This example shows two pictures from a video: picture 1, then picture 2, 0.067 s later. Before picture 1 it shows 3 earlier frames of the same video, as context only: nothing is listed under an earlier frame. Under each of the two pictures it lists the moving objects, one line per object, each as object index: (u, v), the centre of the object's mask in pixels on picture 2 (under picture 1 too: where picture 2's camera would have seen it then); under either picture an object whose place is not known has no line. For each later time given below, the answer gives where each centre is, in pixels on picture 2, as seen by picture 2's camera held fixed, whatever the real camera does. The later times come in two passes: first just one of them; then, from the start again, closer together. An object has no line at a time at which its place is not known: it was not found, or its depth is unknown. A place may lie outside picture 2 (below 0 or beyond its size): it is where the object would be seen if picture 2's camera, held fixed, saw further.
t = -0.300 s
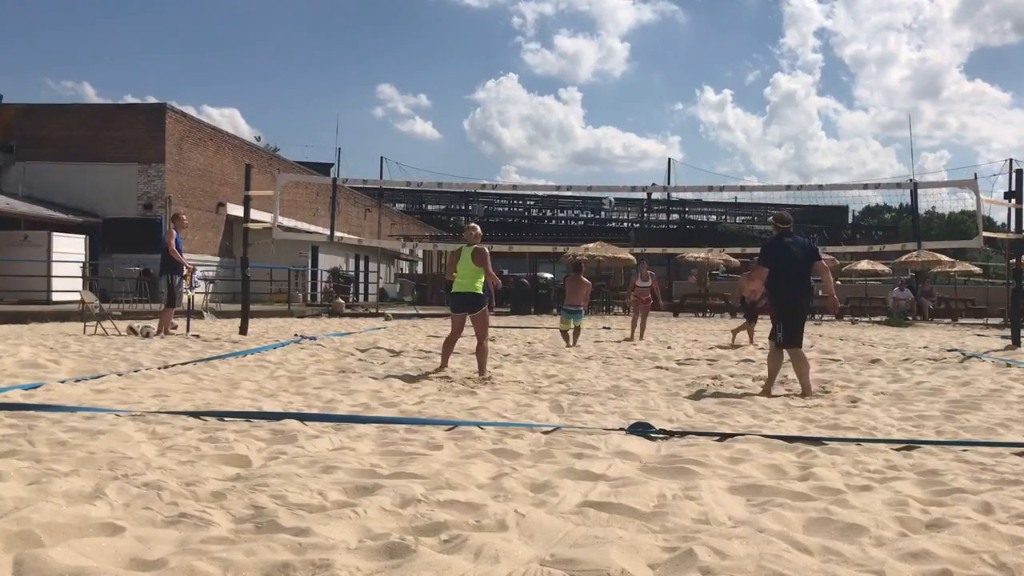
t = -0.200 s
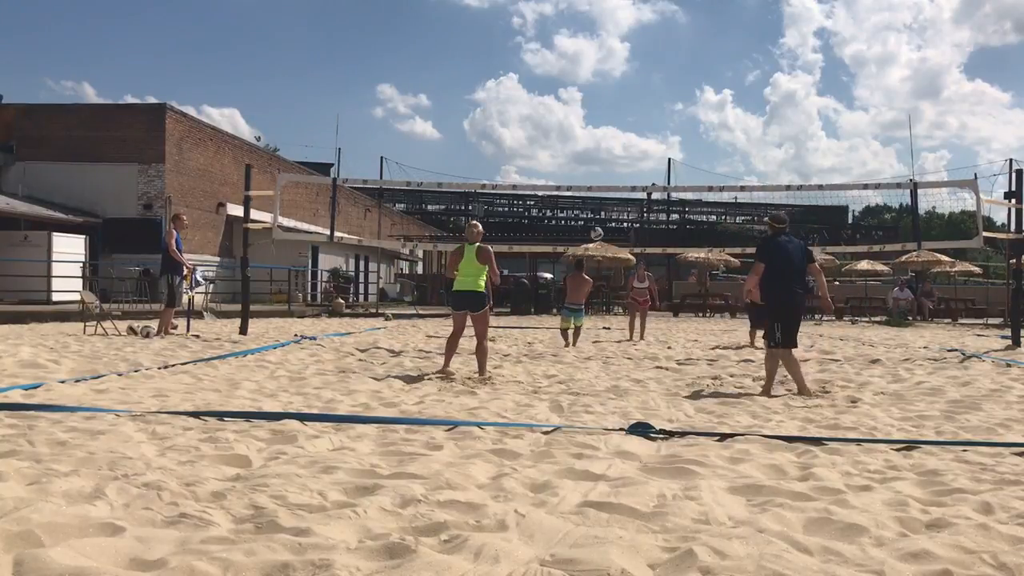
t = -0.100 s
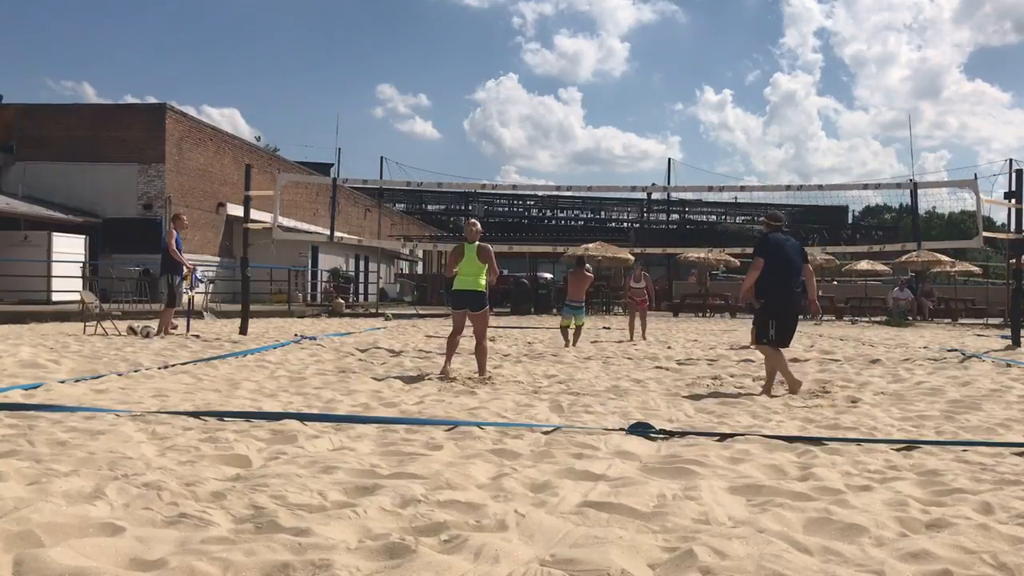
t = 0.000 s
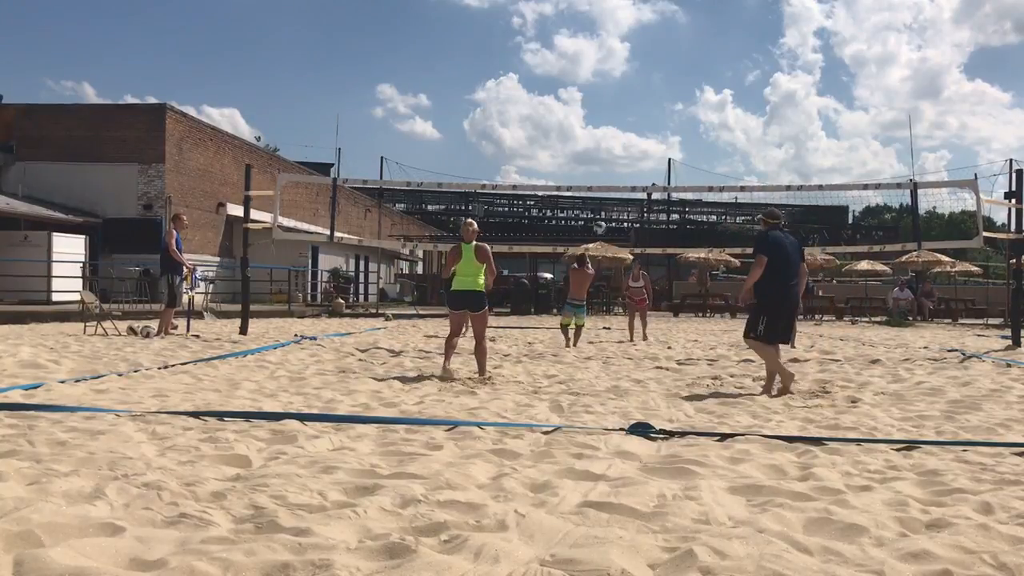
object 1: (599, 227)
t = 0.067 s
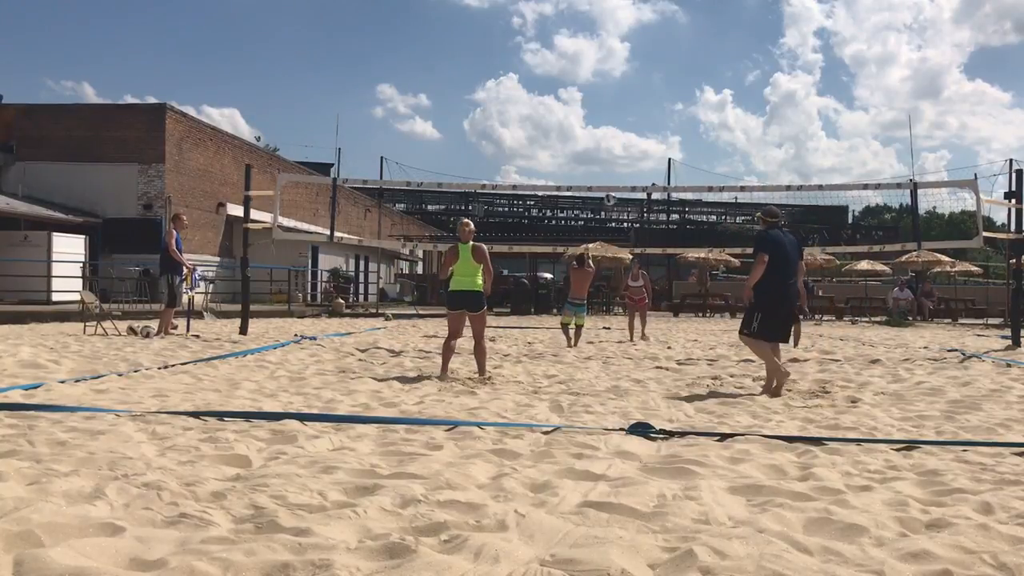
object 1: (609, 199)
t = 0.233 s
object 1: (636, 138)
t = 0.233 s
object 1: (636, 138)
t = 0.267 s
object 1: (642, 127)
